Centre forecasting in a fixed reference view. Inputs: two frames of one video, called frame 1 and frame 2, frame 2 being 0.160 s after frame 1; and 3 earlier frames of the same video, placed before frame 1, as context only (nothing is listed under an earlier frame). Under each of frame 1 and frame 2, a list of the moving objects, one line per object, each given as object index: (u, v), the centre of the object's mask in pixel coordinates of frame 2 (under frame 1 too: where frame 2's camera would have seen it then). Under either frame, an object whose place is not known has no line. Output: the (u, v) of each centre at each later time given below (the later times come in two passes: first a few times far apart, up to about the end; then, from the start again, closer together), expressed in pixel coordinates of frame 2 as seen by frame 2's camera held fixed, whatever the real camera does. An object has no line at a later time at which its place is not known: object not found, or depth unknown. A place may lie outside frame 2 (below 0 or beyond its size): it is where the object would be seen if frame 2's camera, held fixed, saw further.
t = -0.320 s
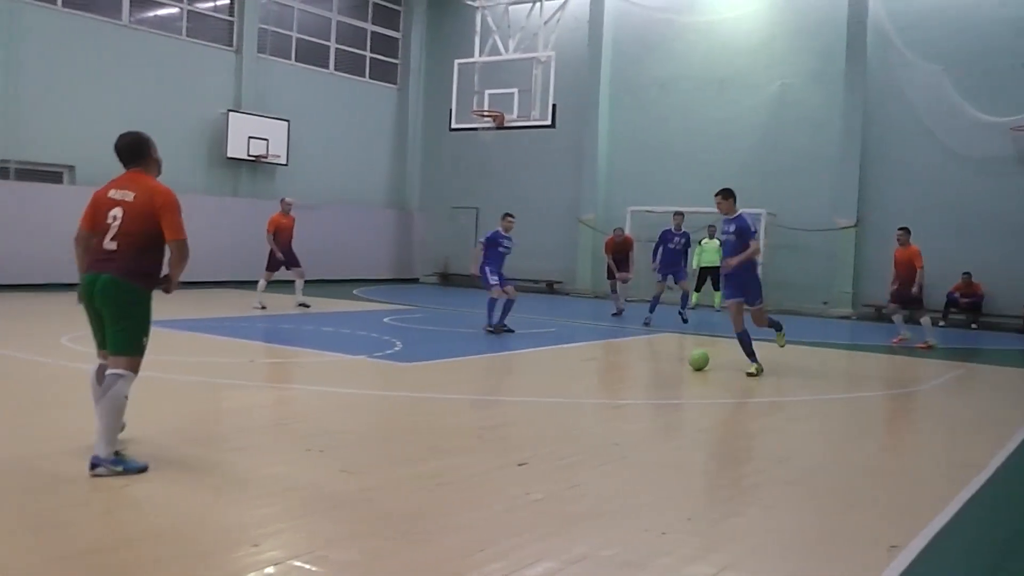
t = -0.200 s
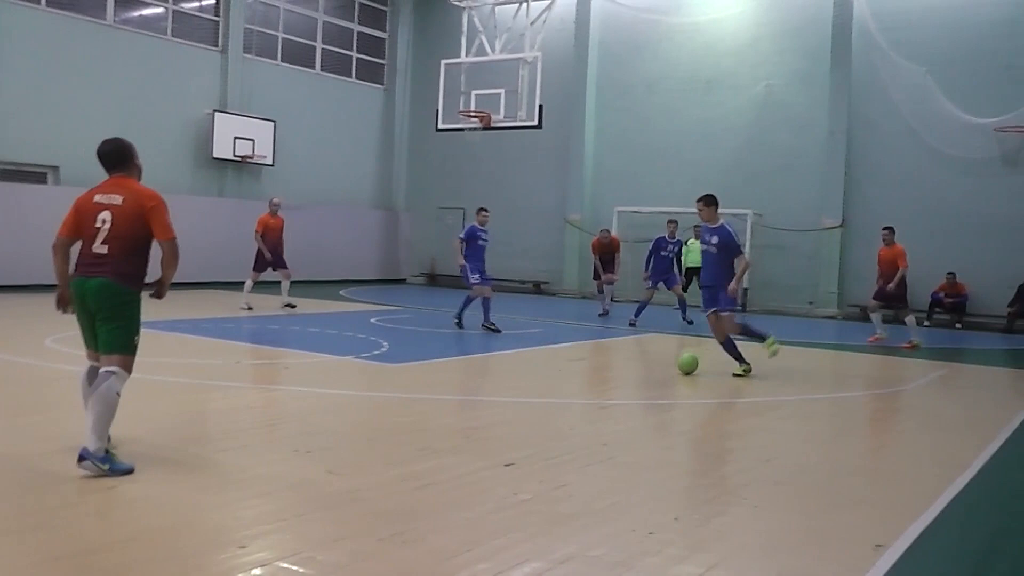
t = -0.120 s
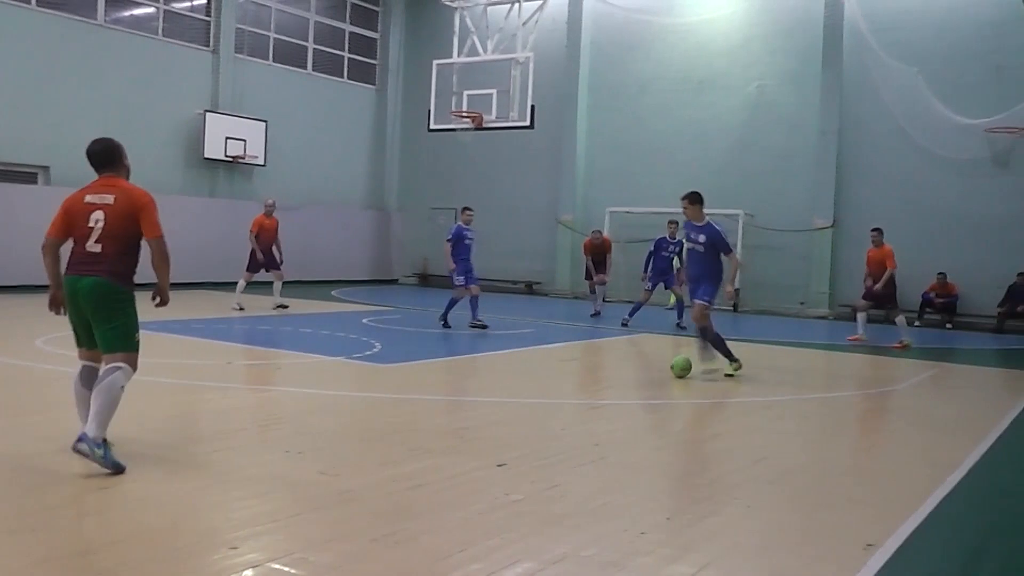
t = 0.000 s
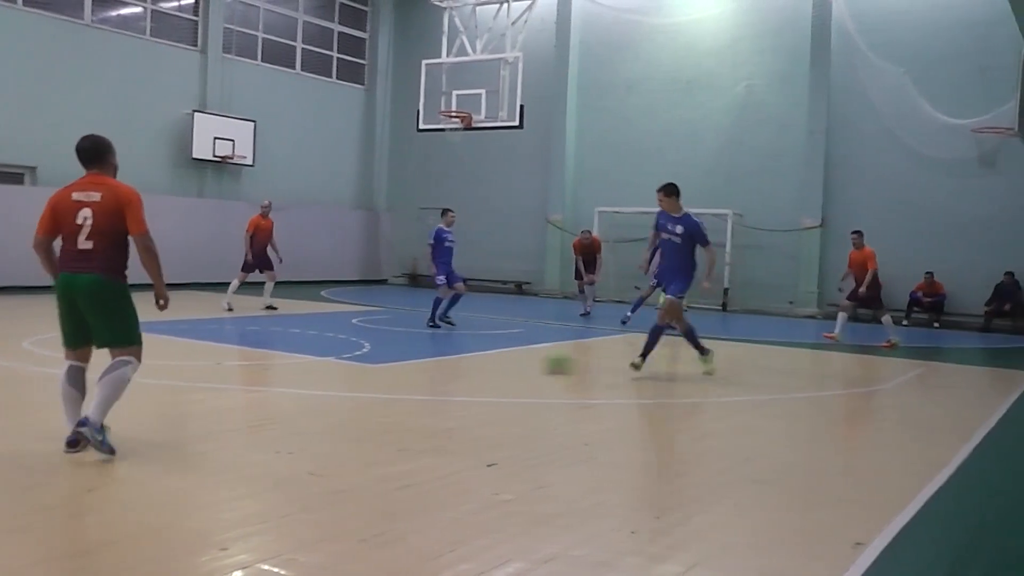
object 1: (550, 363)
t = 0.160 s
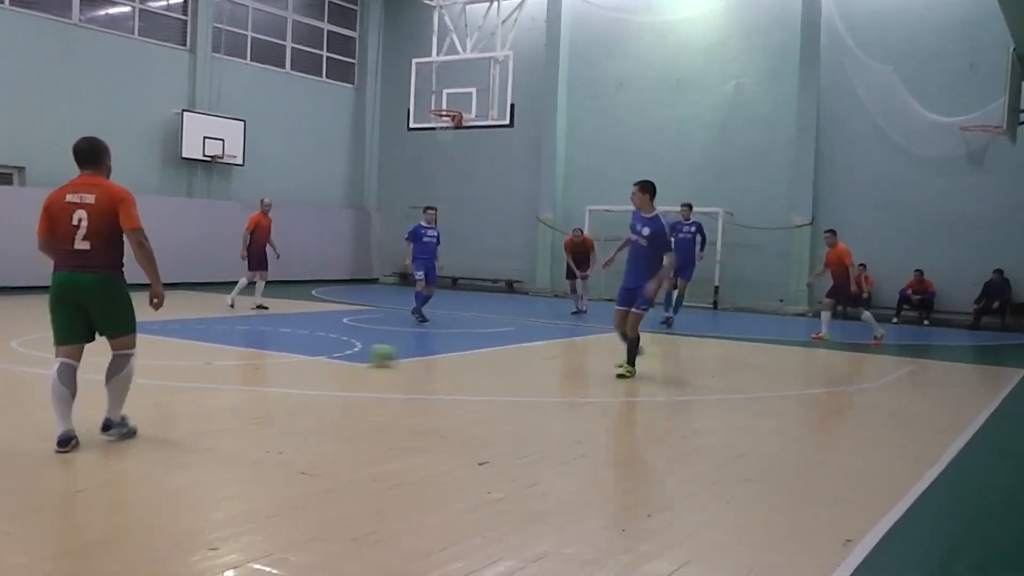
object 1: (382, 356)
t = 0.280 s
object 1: (269, 352)
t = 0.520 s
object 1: (68, 345)
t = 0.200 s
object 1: (345, 354)
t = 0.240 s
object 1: (305, 354)
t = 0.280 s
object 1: (269, 352)
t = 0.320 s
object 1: (233, 352)
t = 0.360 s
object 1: (198, 351)
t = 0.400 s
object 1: (164, 351)
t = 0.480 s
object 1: (107, 349)
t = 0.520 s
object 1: (68, 345)
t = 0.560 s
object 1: (39, 347)
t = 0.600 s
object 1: (11, 345)
